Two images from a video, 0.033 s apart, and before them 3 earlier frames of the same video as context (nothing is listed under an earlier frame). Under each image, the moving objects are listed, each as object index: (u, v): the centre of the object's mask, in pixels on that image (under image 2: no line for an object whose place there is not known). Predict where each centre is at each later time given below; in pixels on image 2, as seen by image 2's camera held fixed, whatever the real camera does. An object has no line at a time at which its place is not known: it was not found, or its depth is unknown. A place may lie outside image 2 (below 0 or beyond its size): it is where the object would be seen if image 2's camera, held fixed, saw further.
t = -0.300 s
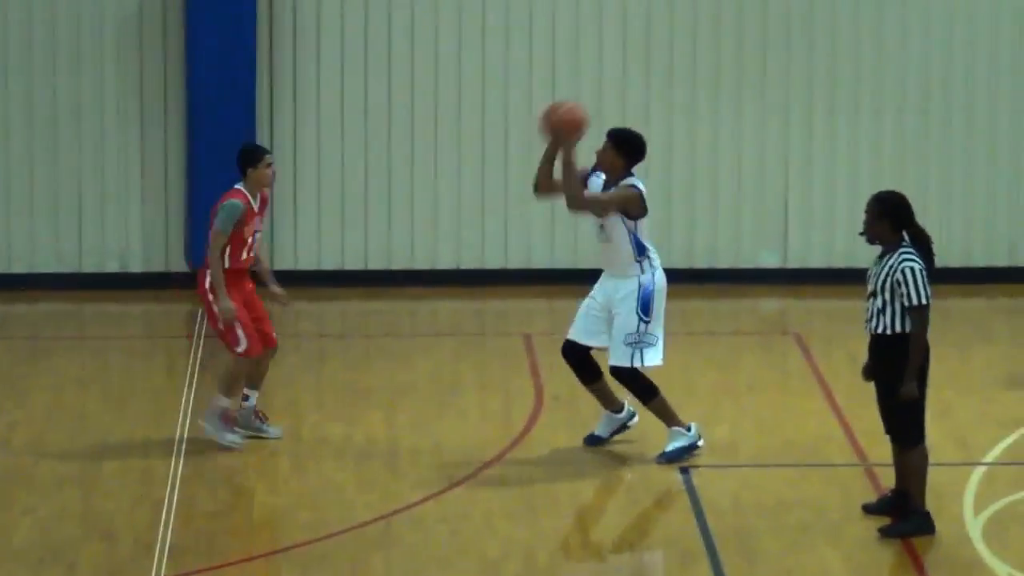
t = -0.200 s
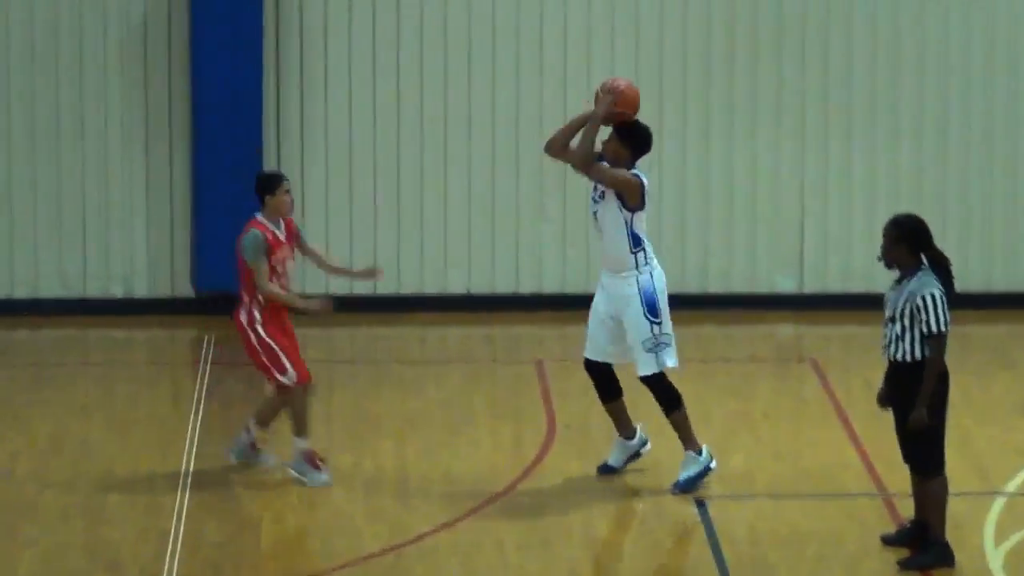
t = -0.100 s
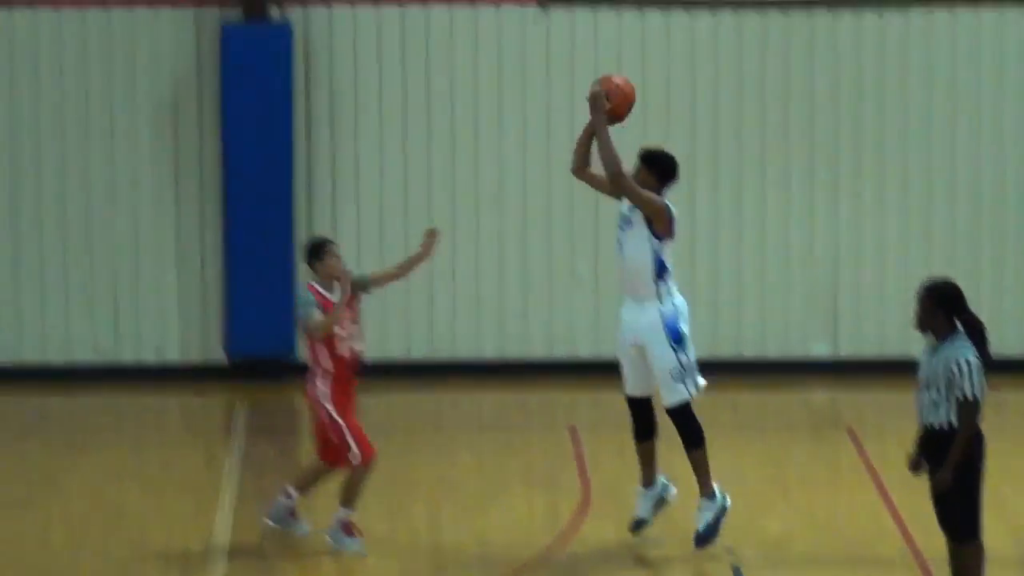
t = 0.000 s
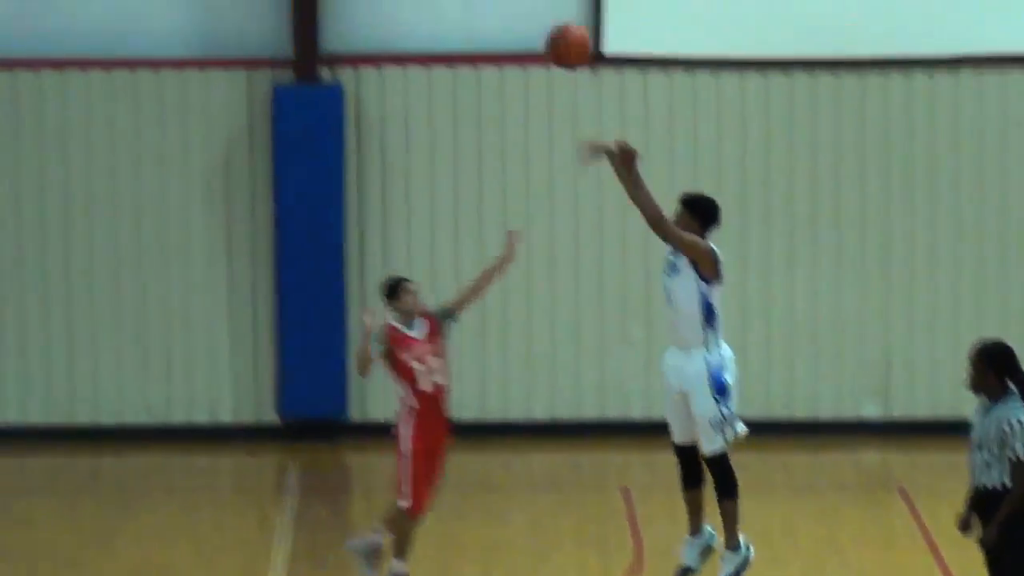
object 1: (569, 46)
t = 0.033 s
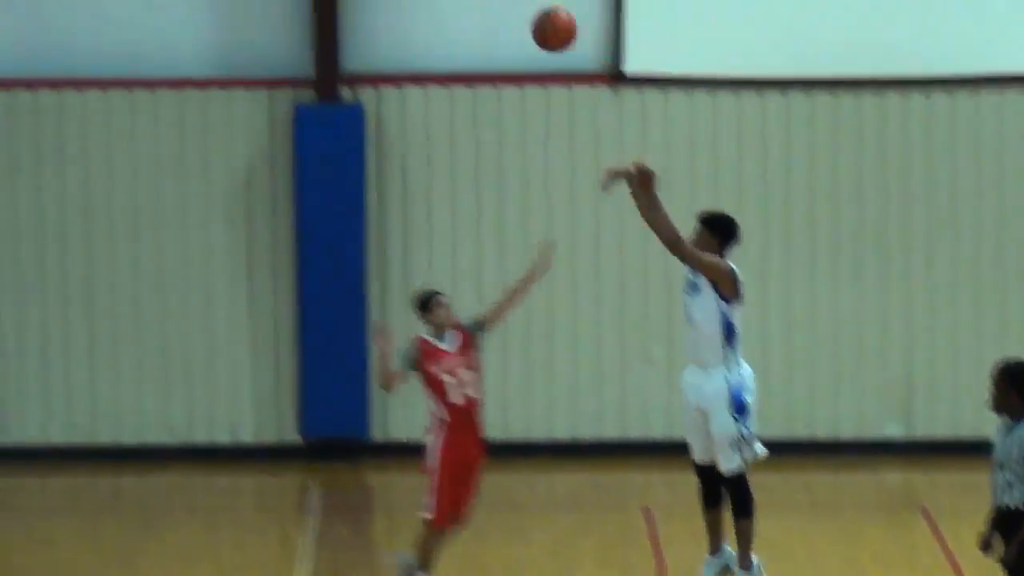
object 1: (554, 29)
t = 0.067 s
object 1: (521, -5)
